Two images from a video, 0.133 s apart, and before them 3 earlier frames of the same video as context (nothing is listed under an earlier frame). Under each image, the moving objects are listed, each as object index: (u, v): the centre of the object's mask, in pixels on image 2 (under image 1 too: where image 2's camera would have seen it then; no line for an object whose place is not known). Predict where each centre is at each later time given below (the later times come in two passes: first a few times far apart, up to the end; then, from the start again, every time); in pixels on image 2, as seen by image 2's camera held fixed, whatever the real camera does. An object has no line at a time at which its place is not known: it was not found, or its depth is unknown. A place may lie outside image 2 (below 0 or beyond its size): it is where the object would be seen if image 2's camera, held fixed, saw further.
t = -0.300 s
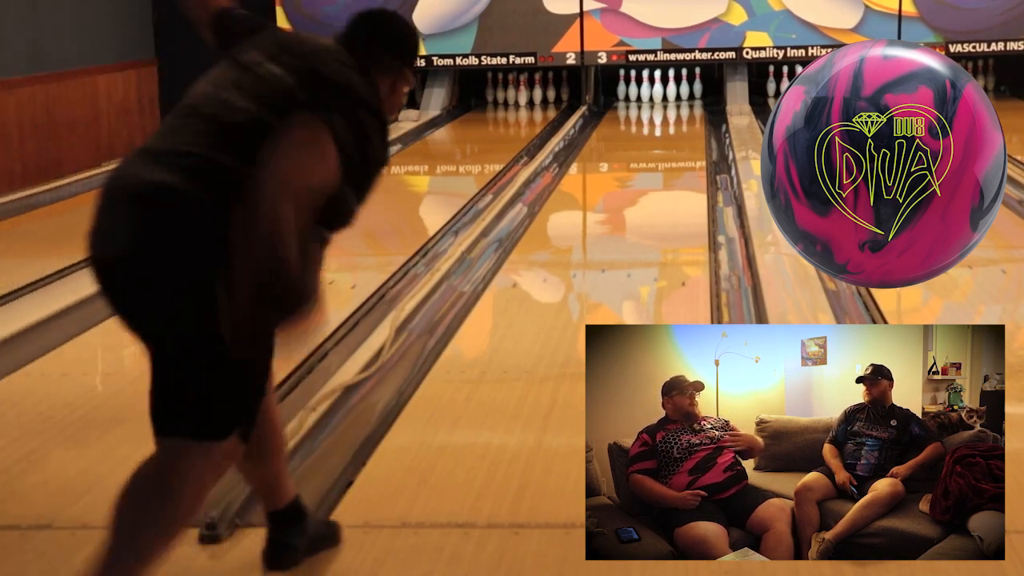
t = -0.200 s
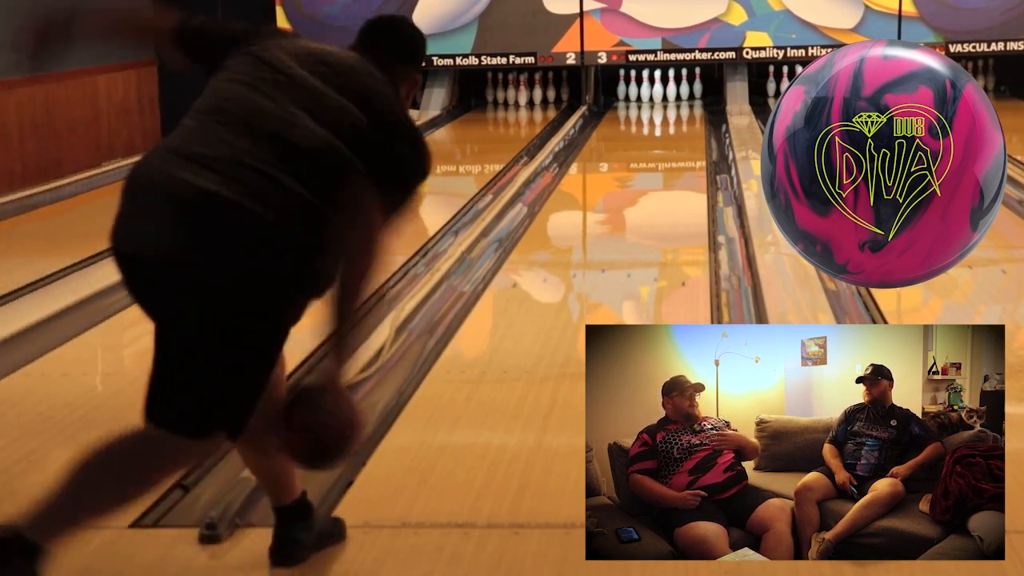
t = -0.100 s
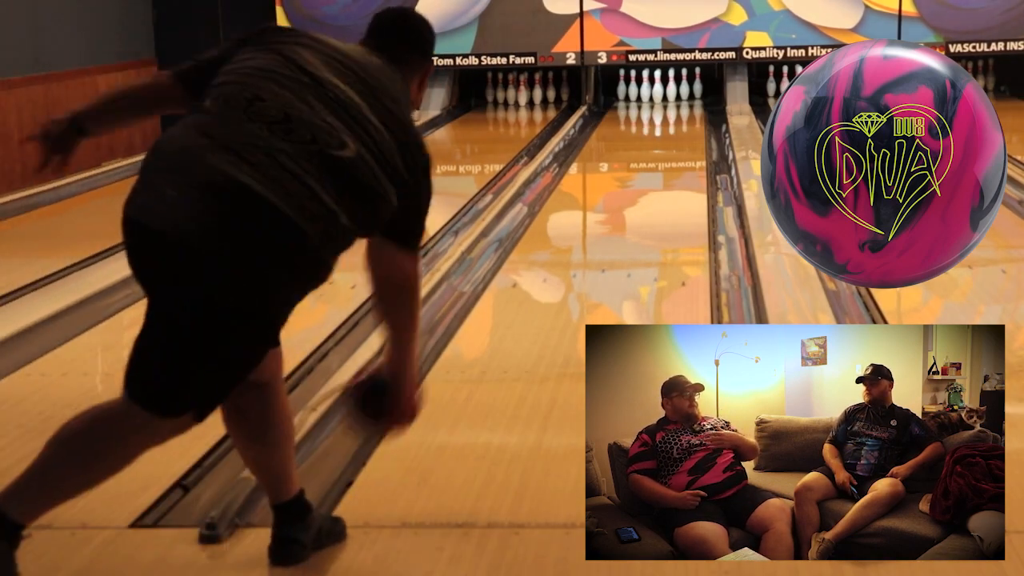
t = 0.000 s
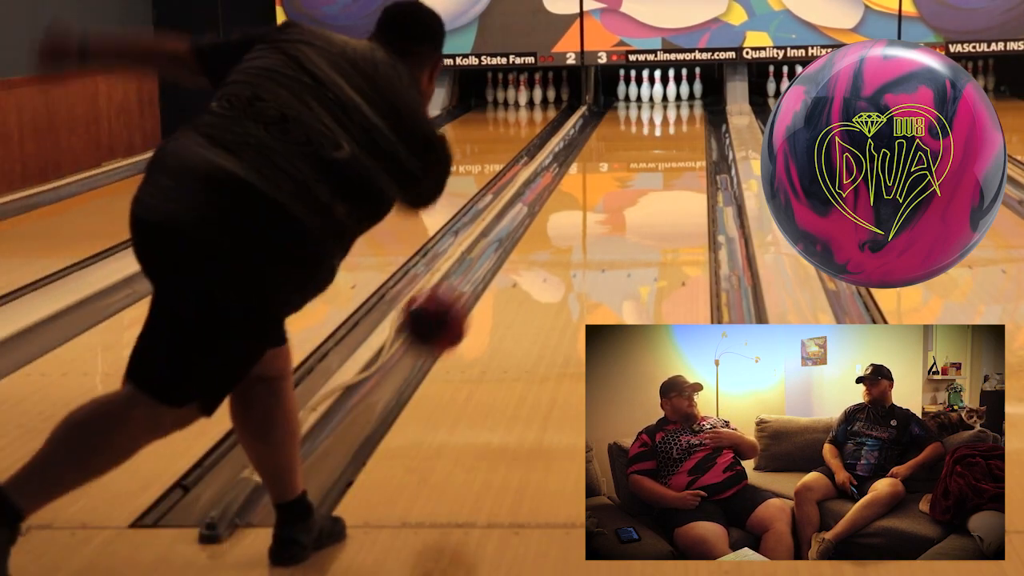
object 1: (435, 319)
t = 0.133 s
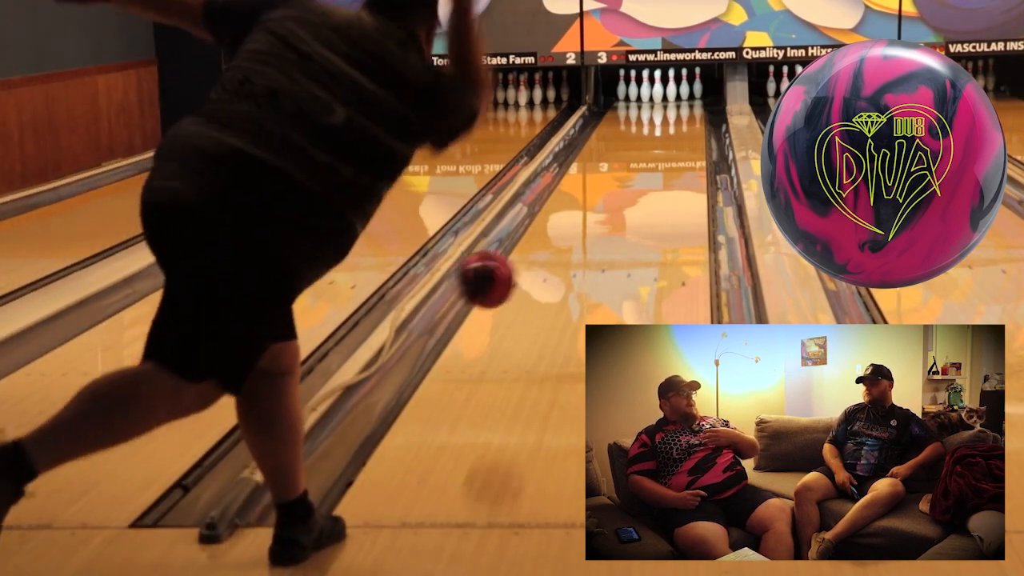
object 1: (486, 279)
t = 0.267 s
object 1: (527, 289)
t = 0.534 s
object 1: (583, 247)
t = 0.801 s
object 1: (620, 204)
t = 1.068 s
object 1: (646, 172)
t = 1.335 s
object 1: (665, 149)
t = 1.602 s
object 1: (678, 130)
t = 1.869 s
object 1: (684, 116)
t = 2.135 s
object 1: (681, 105)
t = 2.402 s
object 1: (666, 96)
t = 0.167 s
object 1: (497, 277)
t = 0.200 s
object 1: (507, 279)
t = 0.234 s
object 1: (517, 282)
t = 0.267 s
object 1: (527, 289)
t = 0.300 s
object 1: (536, 297)
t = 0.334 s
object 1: (544, 290)
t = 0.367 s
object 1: (552, 279)
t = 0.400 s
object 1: (559, 272)
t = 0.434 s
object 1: (565, 268)
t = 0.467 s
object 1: (572, 260)
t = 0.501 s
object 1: (577, 254)
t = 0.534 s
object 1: (583, 247)
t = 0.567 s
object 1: (589, 241)
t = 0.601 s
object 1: (594, 235)
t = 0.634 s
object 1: (599, 229)
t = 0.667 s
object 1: (604, 224)
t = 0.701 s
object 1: (608, 218)
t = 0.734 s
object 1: (612, 213)
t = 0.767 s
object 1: (616, 208)
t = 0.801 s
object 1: (620, 204)
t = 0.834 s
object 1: (624, 199)
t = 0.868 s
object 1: (628, 195)
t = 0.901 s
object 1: (631, 191)
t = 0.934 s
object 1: (635, 187)
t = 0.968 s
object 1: (637, 183)
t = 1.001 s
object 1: (640, 179)
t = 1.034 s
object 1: (643, 176)
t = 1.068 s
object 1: (646, 172)
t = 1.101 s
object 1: (649, 169)
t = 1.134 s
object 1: (651, 166)
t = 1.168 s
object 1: (654, 163)
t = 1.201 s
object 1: (656, 160)
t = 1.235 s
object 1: (658, 158)
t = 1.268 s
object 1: (660, 154)
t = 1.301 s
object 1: (663, 152)
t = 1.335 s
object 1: (665, 149)
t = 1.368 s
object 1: (667, 147)
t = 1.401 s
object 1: (669, 145)
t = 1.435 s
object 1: (671, 141)
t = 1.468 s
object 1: (672, 139)
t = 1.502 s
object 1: (674, 137)
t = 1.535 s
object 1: (676, 134)
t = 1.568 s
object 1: (677, 132)
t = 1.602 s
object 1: (678, 130)
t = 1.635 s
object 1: (680, 128)
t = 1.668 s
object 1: (681, 126)
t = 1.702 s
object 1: (682, 124)
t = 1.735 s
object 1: (683, 123)
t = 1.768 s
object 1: (683, 121)
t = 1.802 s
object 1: (684, 119)
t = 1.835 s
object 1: (684, 117)
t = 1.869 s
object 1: (684, 116)
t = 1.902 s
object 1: (684, 114)
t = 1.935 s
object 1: (684, 113)
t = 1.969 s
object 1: (684, 111)
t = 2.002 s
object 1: (683, 110)
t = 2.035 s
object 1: (683, 109)
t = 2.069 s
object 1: (682, 108)
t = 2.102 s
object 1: (681, 106)
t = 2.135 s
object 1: (681, 105)
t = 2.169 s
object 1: (678, 103)
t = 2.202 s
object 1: (677, 102)
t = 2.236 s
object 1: (676, 101)
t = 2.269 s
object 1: (674, 100)
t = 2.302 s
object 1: (672, 98)
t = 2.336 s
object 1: (671, 98)
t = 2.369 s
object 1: (669, 97)
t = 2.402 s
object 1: (666, 96)
